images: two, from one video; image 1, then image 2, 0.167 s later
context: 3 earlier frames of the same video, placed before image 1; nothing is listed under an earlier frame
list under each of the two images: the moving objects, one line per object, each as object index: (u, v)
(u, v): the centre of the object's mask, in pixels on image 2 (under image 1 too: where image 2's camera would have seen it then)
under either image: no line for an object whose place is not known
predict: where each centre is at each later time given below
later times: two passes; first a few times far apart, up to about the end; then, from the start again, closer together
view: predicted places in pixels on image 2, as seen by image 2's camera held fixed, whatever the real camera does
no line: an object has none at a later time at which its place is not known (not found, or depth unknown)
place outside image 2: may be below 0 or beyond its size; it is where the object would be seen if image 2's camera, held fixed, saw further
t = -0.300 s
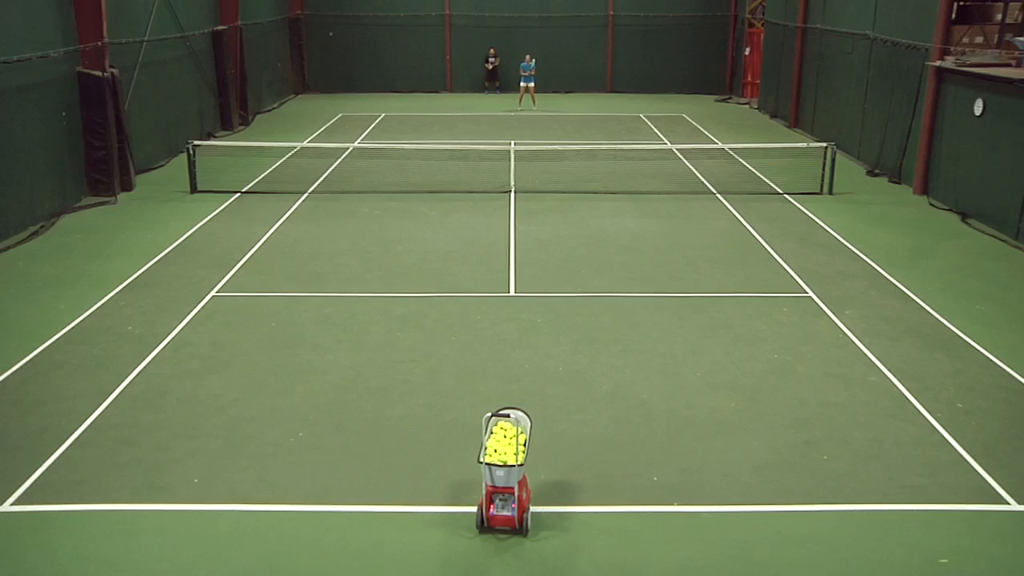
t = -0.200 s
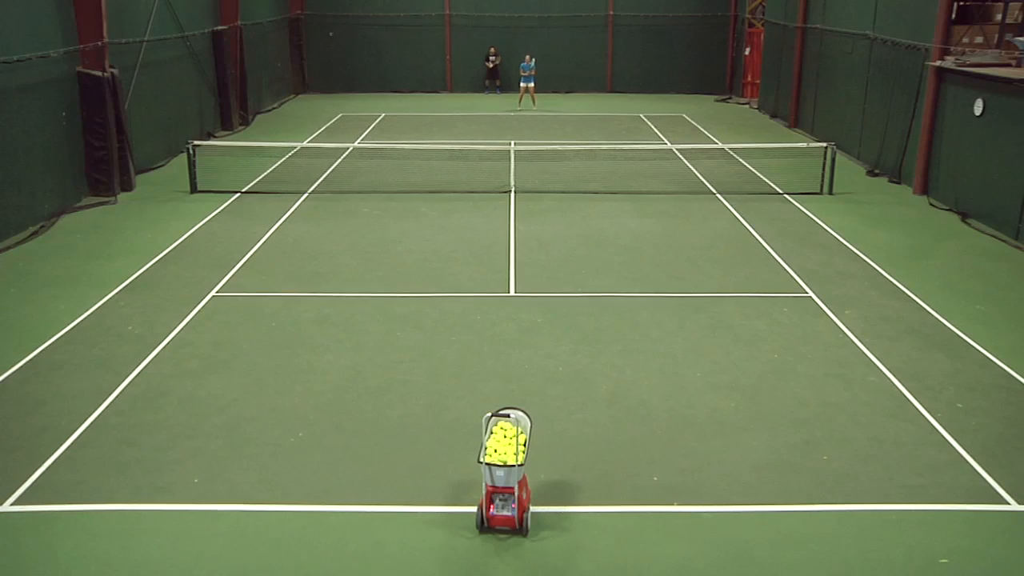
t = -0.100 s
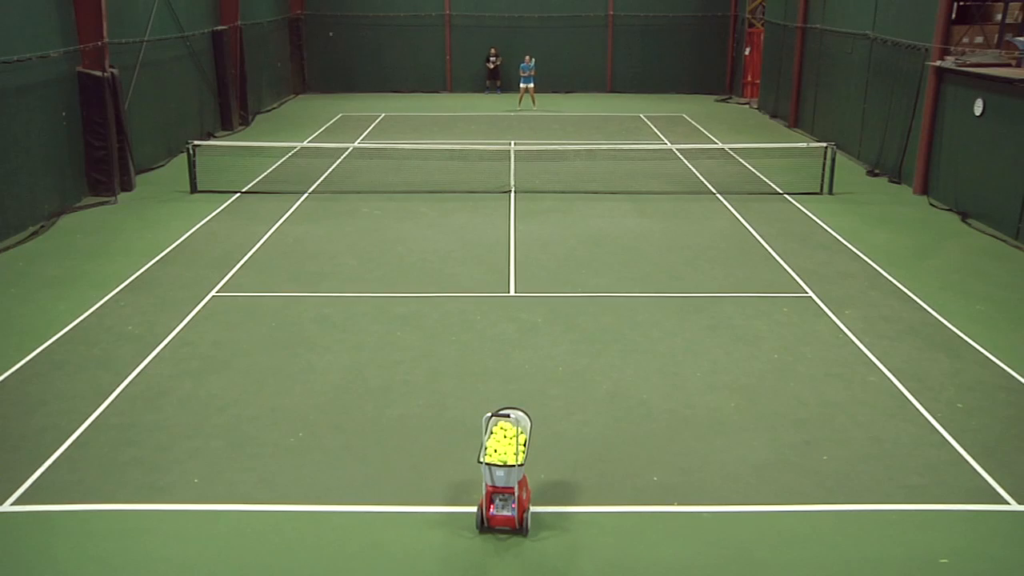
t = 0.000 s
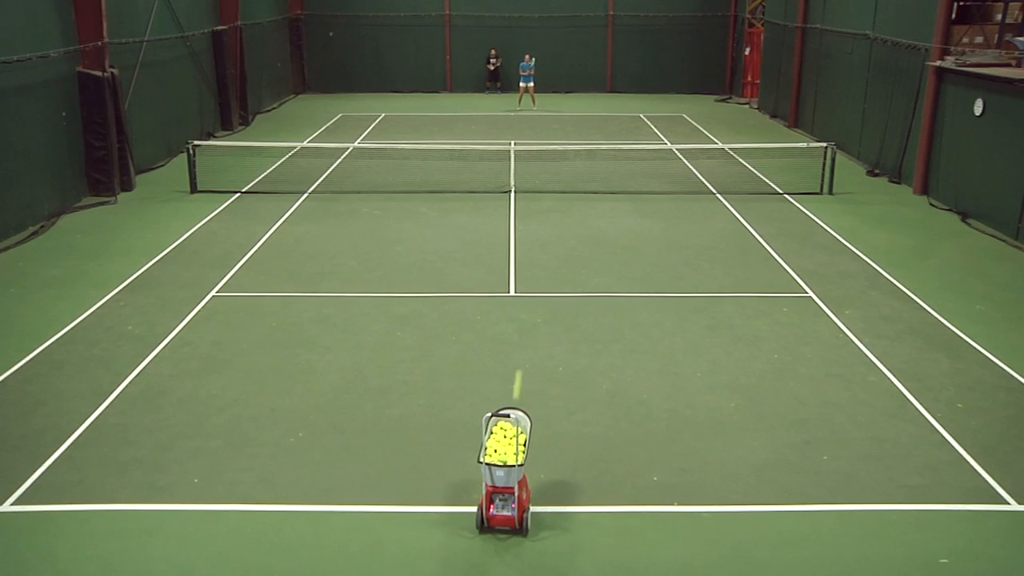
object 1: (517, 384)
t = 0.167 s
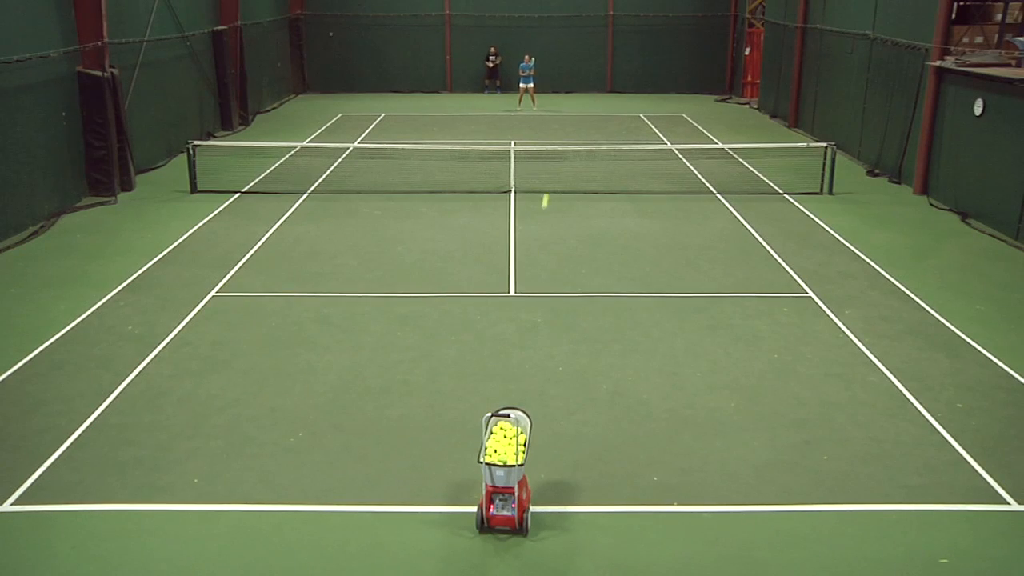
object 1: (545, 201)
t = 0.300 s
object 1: (557, 130)
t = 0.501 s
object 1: (569, 83)
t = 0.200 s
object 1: (549, 179)
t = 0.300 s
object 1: (557, 130)
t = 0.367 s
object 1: (562, 108)
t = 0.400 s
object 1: (564, 100)
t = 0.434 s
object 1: (566, 93)
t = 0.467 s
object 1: (568, 88)
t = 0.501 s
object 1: (569, 83)
